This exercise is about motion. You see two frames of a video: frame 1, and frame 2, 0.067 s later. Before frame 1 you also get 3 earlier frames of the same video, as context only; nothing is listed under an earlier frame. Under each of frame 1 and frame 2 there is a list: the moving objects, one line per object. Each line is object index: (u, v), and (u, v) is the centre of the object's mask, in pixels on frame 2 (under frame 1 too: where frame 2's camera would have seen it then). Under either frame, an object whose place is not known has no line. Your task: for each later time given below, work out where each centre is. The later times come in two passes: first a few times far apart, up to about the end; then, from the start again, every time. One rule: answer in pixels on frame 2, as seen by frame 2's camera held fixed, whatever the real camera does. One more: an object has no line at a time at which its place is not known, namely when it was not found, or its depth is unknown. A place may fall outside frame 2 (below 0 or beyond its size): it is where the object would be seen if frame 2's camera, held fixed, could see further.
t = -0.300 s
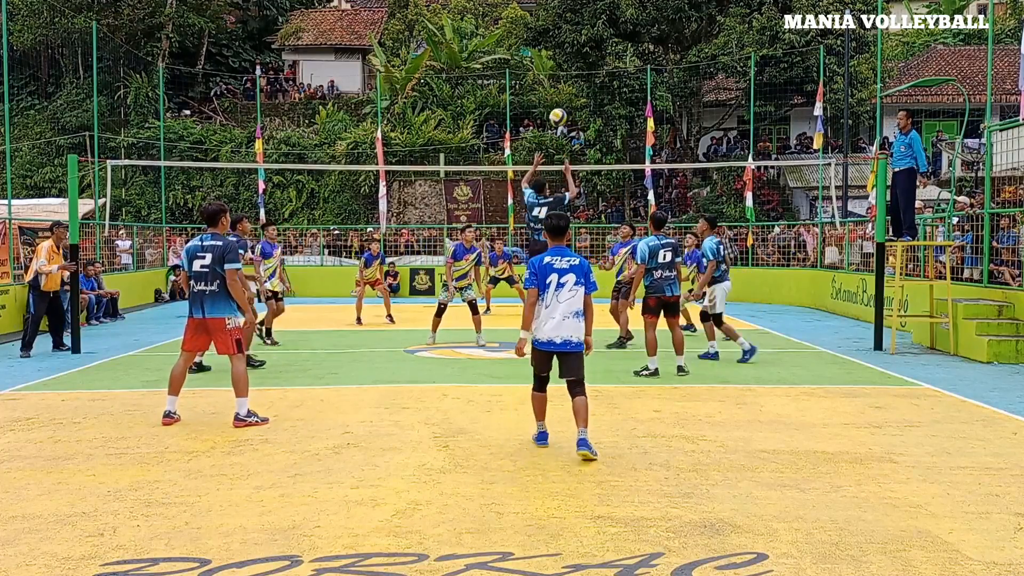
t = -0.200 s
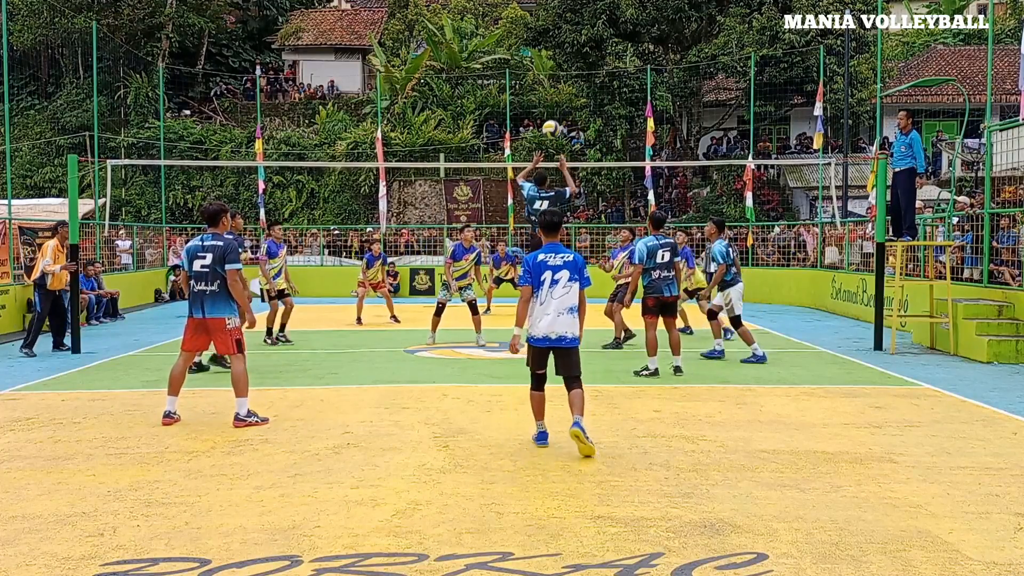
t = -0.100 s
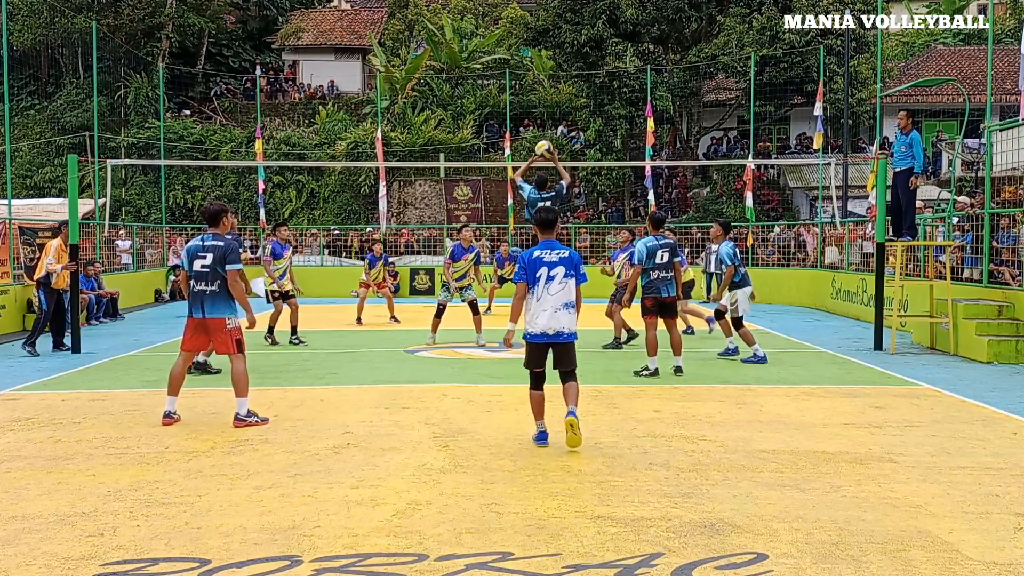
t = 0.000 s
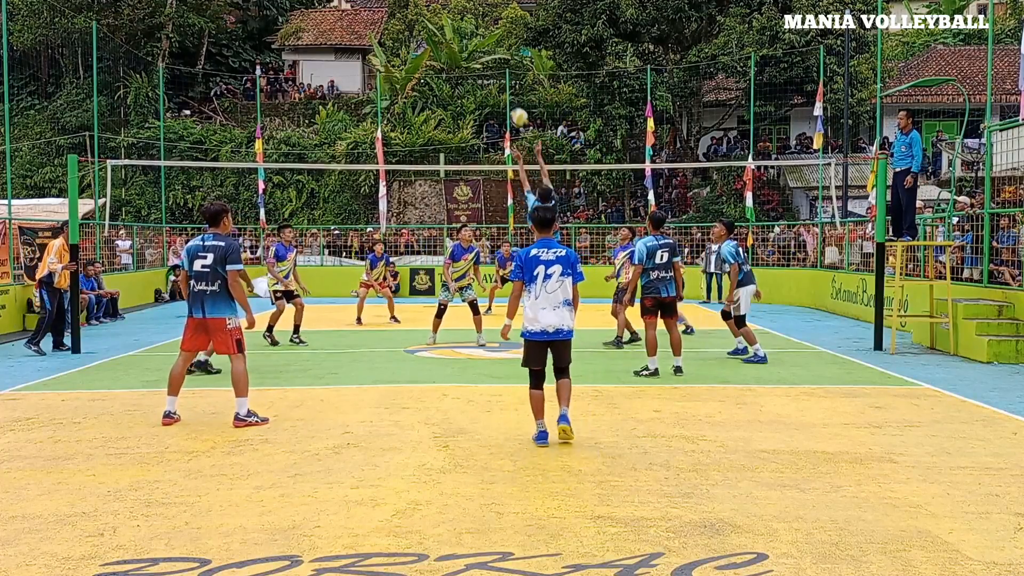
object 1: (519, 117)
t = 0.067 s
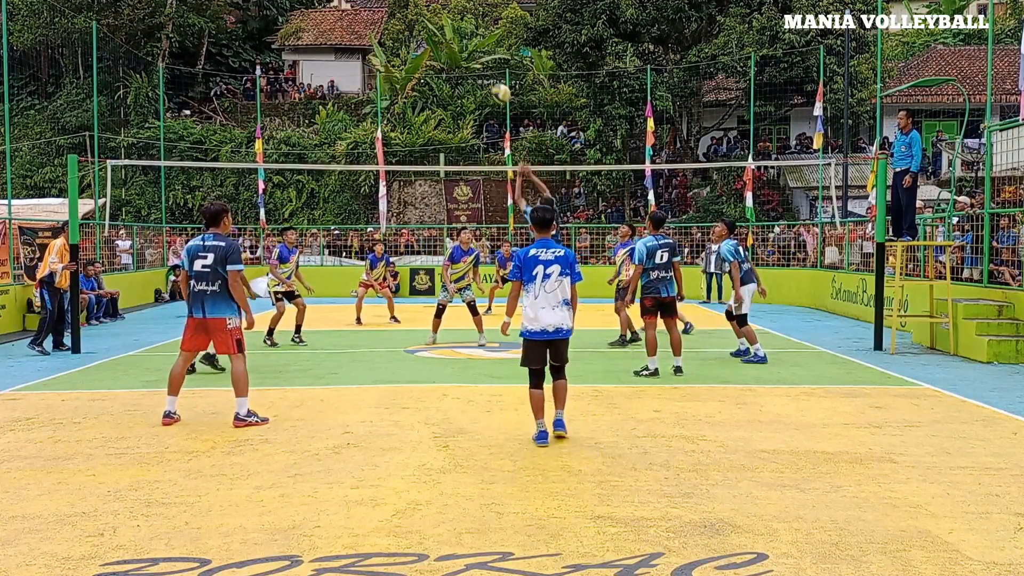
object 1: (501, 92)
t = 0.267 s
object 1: (444, 42)
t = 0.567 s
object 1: (356, 27)
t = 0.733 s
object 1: (304, 57)
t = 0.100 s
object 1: (492, 82)
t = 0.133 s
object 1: (482, 72)
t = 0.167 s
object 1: (473, 64)
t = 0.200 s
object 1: (463, 55)
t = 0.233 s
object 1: (454, 48)
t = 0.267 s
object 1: (444, 42)
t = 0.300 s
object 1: (434, 36)
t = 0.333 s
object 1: (425, 32)
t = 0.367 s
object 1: (415, 28)
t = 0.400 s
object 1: (406, 25)
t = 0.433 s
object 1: (396, 24)
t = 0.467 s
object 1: (386, 24)
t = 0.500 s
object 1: (376, 24)
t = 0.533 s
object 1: (366, 25)
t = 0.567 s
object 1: (356, 27)
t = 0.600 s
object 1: (345, 30)
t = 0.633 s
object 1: (334, 36)
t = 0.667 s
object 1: (325, 42)
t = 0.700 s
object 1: (314, 49)
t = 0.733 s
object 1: (304, 57)
